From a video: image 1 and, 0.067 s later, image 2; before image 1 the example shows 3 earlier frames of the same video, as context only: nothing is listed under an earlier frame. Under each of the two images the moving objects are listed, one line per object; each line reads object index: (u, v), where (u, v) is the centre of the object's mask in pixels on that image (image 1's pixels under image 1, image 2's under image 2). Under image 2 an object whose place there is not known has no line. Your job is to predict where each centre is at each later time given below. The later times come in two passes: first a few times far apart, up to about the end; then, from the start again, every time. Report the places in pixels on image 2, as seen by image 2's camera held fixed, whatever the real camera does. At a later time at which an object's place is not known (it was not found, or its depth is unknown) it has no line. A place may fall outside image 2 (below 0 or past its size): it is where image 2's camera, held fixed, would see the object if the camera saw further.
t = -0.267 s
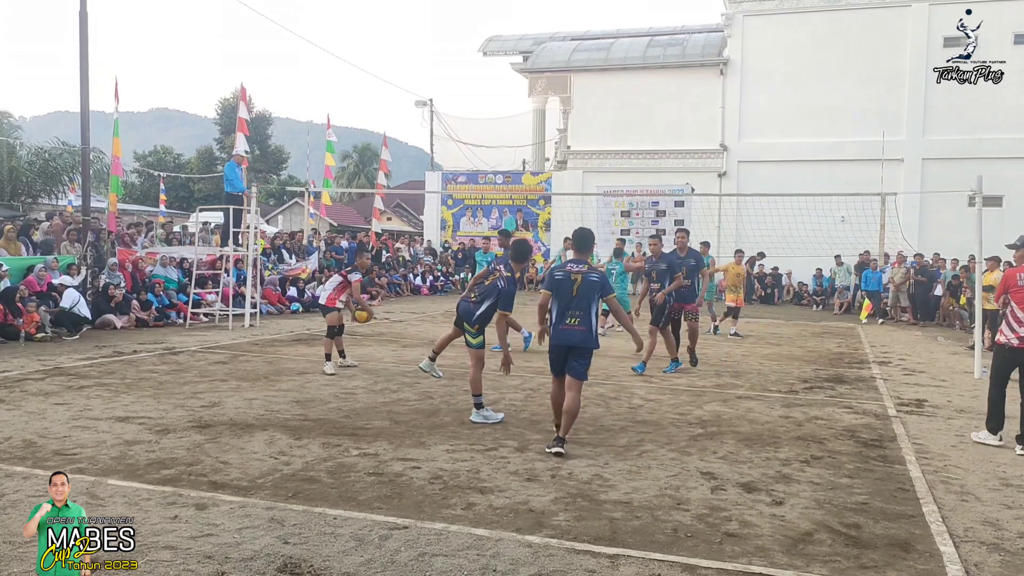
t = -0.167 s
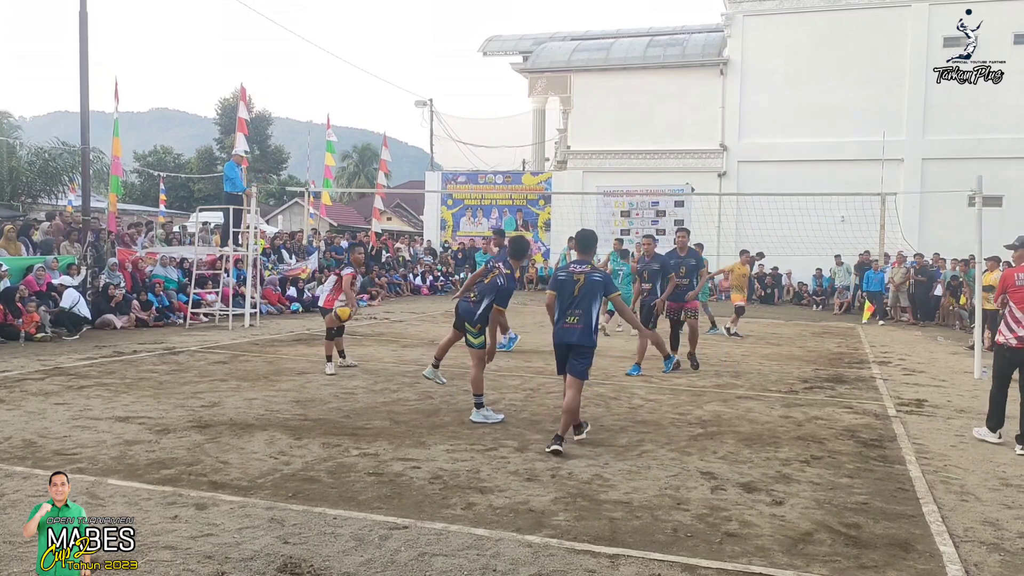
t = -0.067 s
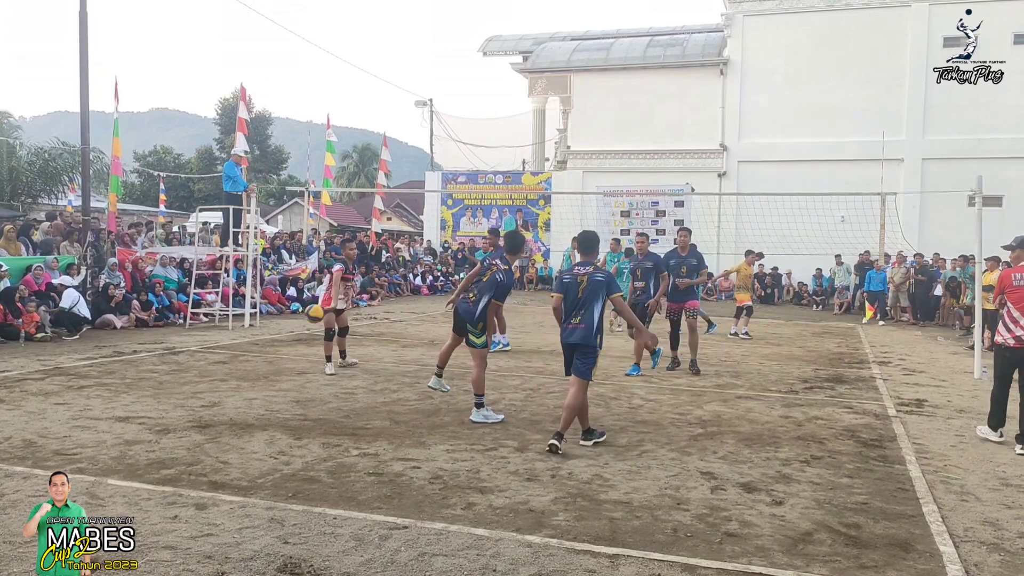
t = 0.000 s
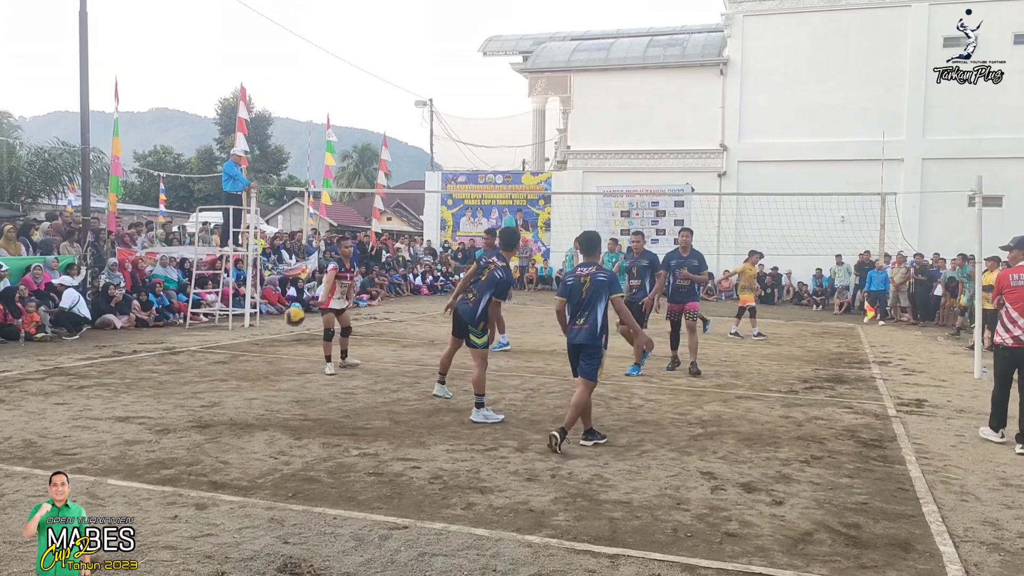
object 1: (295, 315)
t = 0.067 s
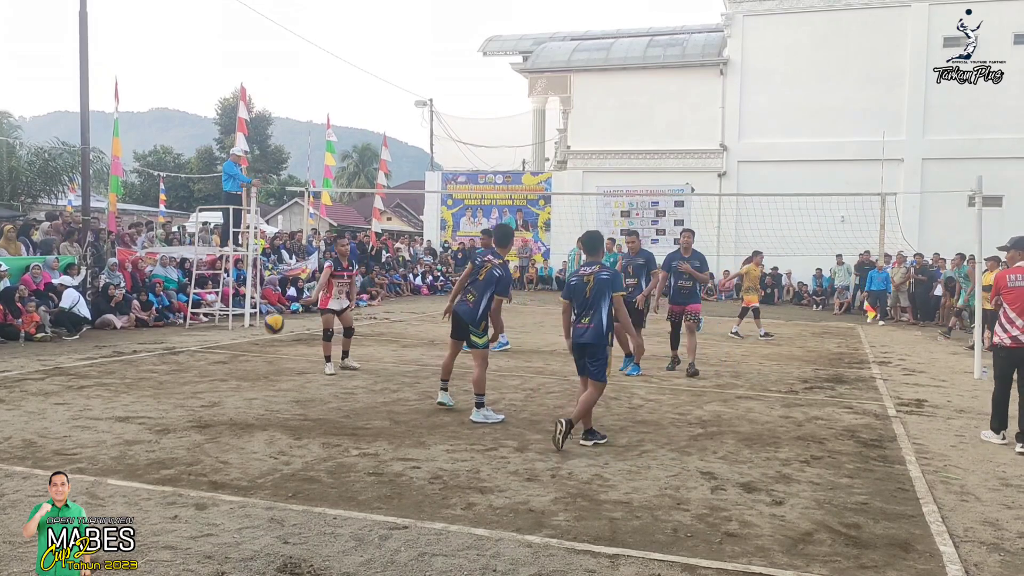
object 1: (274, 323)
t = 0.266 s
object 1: (206, 375)
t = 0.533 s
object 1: (131, 347)
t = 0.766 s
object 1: (61, 356)
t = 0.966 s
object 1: (4, 409)
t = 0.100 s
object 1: (263, 329)
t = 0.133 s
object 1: (252, 335)
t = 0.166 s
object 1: (241, 343)
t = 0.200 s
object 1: (229, 353)
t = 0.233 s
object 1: (218, 363)
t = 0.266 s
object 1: (206, 375)
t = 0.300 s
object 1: (193, 389)
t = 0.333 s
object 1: (184, 384)
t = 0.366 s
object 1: (176, 375)
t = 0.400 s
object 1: (167, 367)
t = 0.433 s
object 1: (158, 361)
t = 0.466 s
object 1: (149, 354)
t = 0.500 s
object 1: (140, 350)
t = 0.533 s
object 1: (131, 347)
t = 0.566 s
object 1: (121, 344)
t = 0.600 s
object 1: (112, 343)
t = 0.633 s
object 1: (102, 343)
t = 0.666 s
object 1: (92, 345)
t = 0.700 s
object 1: (82, 347)
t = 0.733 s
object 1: (72, 351)
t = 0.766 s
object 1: (61, 356)
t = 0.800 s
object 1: (51, 364)
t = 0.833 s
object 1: (40, 372)
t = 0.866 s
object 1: (30, 382)
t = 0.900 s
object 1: (19, 392)
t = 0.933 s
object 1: (10, 405)
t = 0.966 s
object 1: (4, 409)
